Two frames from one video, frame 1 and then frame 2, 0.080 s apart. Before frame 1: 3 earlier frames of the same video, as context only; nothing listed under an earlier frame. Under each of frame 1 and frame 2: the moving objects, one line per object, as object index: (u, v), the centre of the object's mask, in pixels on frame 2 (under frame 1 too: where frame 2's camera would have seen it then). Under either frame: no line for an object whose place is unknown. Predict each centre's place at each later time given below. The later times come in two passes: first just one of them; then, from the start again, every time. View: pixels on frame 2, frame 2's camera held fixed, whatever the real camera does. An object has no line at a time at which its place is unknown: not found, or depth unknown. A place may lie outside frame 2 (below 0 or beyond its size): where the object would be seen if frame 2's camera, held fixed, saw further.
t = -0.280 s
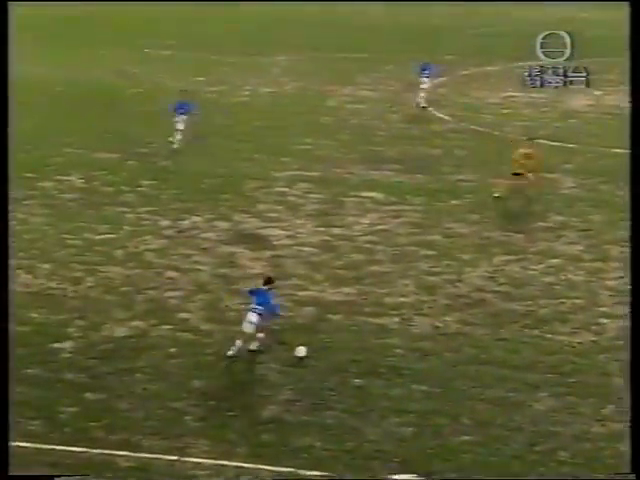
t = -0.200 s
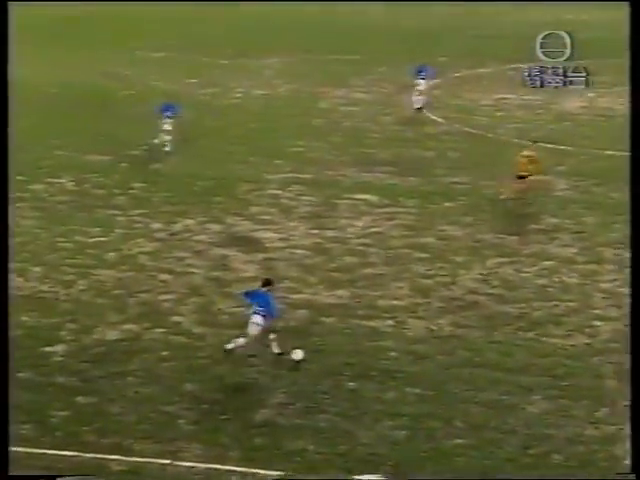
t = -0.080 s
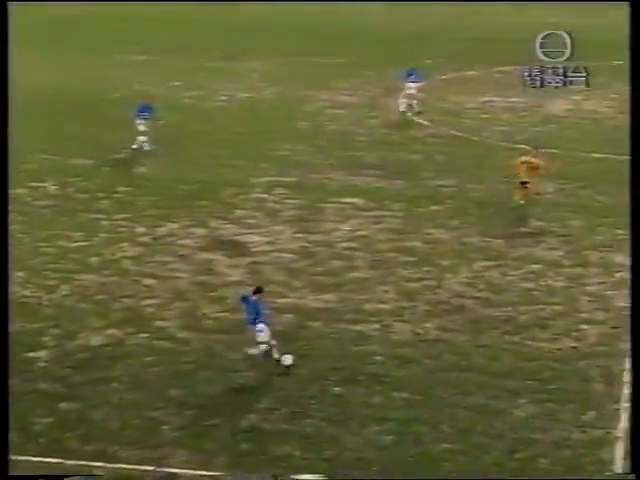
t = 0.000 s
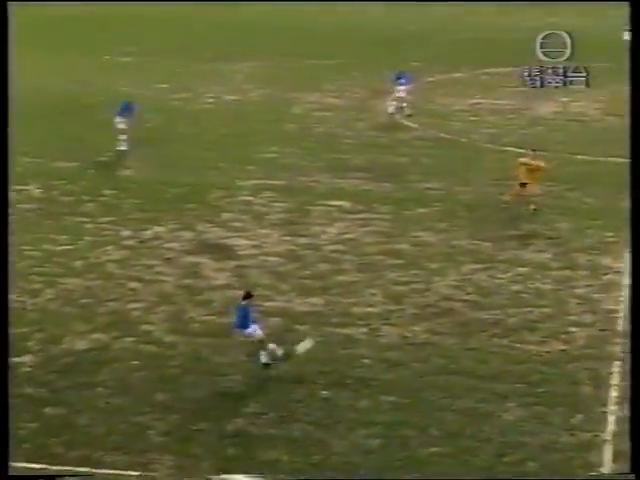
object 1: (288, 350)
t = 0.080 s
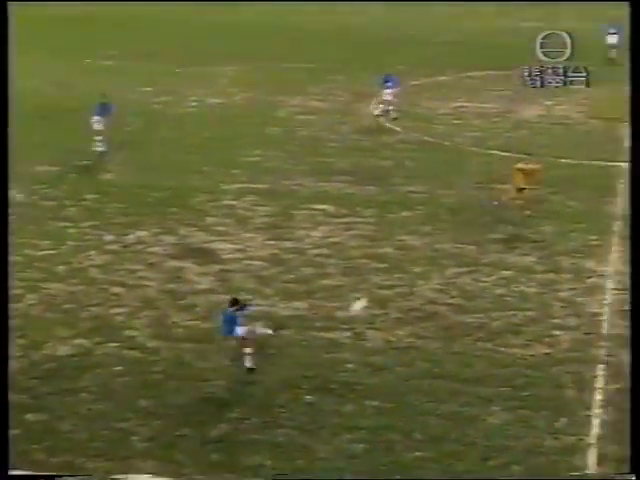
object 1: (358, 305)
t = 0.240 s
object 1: (481, 231)
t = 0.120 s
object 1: (391, 286)
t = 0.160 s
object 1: (421, 266)
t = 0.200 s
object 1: (452, 248)
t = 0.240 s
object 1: (481, 231)
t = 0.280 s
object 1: (509, 215)
